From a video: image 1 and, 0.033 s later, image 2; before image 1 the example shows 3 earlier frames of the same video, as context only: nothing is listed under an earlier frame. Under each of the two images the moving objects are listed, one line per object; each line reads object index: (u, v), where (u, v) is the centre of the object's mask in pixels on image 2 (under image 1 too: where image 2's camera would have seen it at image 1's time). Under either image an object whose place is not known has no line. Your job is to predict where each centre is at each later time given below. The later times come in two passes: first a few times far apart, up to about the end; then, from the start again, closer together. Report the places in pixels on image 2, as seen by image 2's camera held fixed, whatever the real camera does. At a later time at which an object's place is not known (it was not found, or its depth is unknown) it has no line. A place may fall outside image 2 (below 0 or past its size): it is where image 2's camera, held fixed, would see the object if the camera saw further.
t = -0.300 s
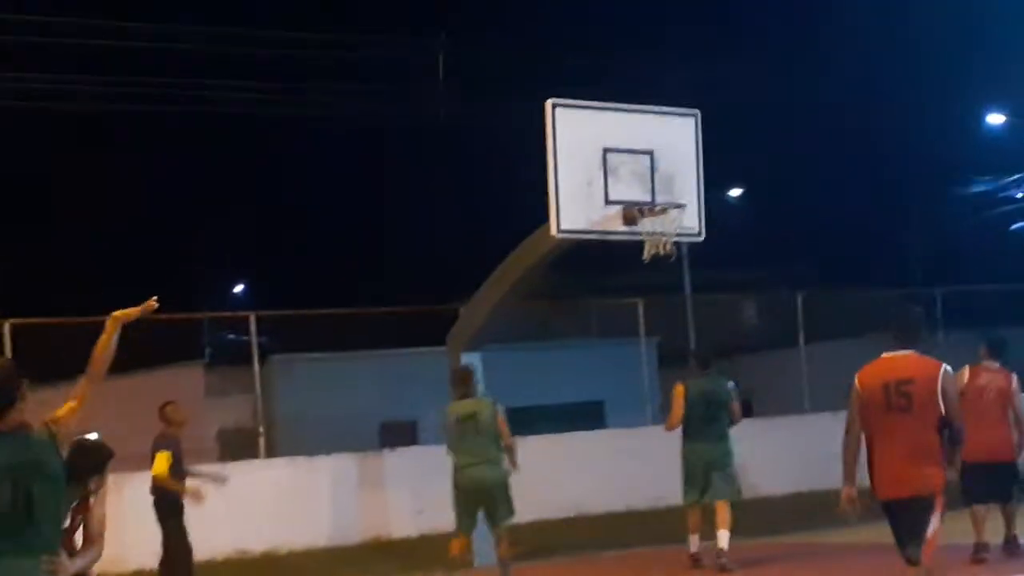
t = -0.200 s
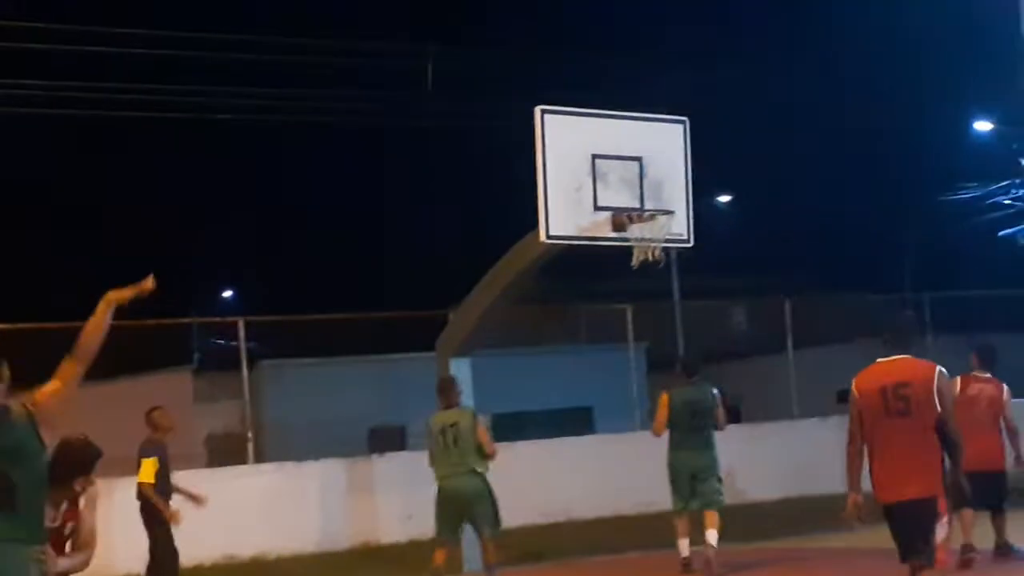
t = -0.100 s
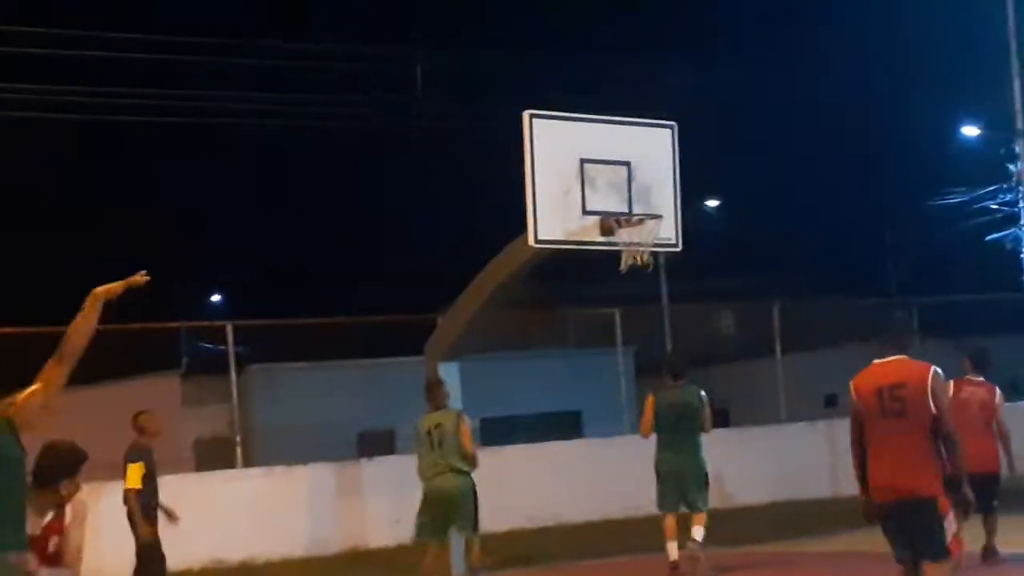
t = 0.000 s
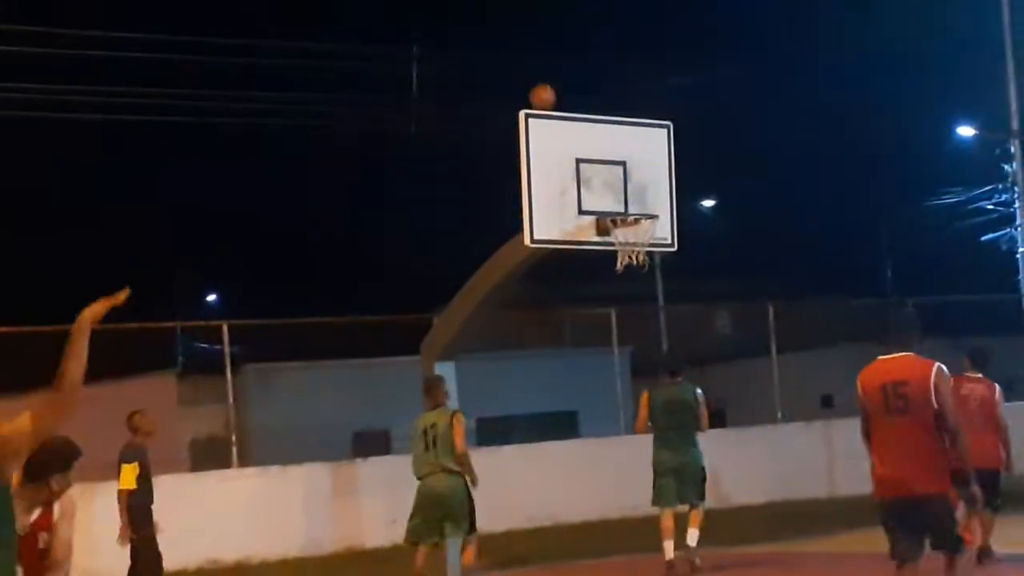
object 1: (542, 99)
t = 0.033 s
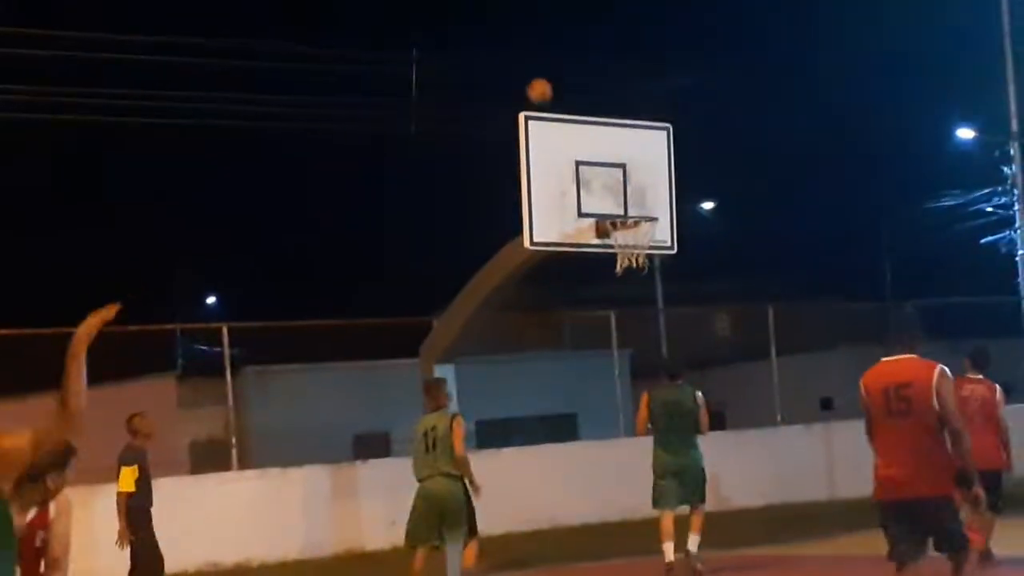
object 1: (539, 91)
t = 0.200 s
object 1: (526, 69)
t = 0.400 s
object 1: (513, 77)
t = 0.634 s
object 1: (497, 136)
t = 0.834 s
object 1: (496, 217)
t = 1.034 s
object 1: (495, 331)
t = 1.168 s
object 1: (492, 424)
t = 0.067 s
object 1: (536, 84)
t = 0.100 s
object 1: (534, 78)
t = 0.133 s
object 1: (531, 73)
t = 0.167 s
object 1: (528, 71)
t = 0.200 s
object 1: (526, 69)
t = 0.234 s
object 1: (524, 67)
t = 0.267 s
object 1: (522, 67)
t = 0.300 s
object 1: (519, 69)
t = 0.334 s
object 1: (517, 70)
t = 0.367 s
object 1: (515, 73)
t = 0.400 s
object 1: (513, 77)
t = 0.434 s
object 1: (511, 82)
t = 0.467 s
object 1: (509, 89)
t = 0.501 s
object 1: (508, 96)
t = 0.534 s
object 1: (505, 106)
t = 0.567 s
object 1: (504, 114)
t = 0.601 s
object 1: (503, 124)
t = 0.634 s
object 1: (497, 136)
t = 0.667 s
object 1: (494, 147)
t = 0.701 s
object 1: (497, 159)
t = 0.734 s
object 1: (500, 173)
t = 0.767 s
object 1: (499, 187)
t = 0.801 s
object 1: (497, 202)
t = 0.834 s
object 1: (496, 217)
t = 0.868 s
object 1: (496, 234)
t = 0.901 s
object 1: (493, 251)
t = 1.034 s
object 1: (495, 331)
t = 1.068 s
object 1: (492, 351)
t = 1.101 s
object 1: (492, 376)
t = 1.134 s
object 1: (491, 401)
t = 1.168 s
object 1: (492, 424)
